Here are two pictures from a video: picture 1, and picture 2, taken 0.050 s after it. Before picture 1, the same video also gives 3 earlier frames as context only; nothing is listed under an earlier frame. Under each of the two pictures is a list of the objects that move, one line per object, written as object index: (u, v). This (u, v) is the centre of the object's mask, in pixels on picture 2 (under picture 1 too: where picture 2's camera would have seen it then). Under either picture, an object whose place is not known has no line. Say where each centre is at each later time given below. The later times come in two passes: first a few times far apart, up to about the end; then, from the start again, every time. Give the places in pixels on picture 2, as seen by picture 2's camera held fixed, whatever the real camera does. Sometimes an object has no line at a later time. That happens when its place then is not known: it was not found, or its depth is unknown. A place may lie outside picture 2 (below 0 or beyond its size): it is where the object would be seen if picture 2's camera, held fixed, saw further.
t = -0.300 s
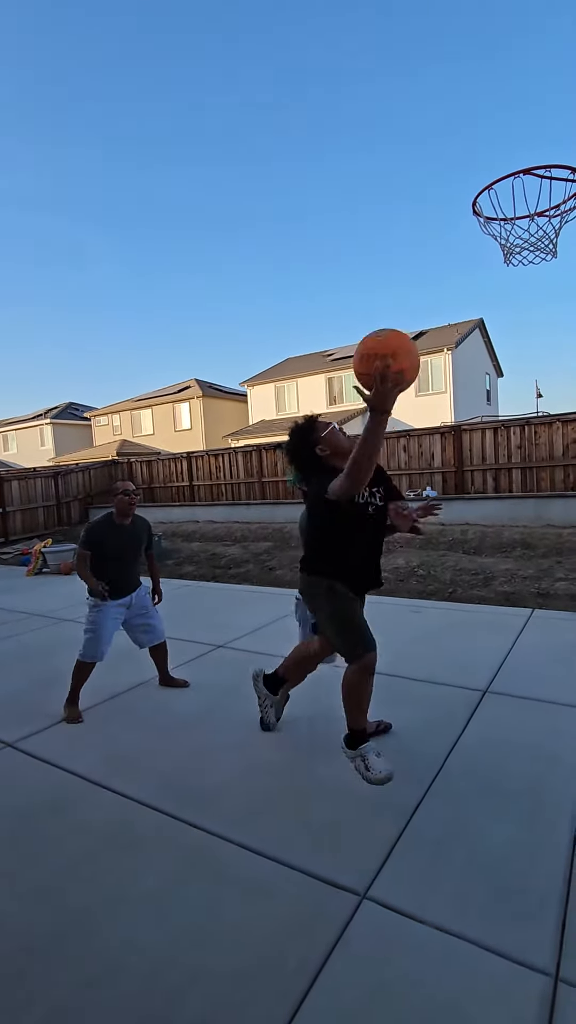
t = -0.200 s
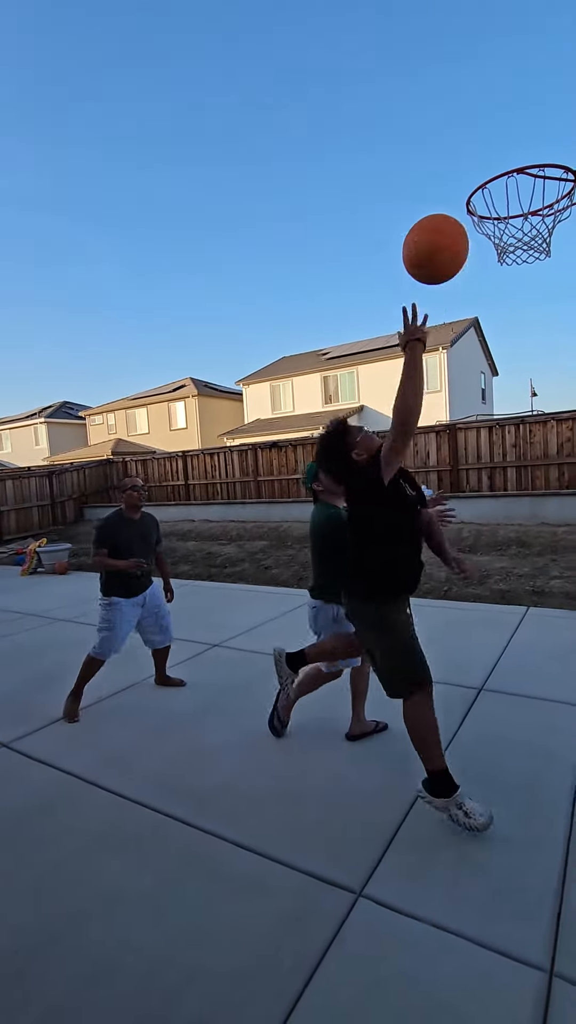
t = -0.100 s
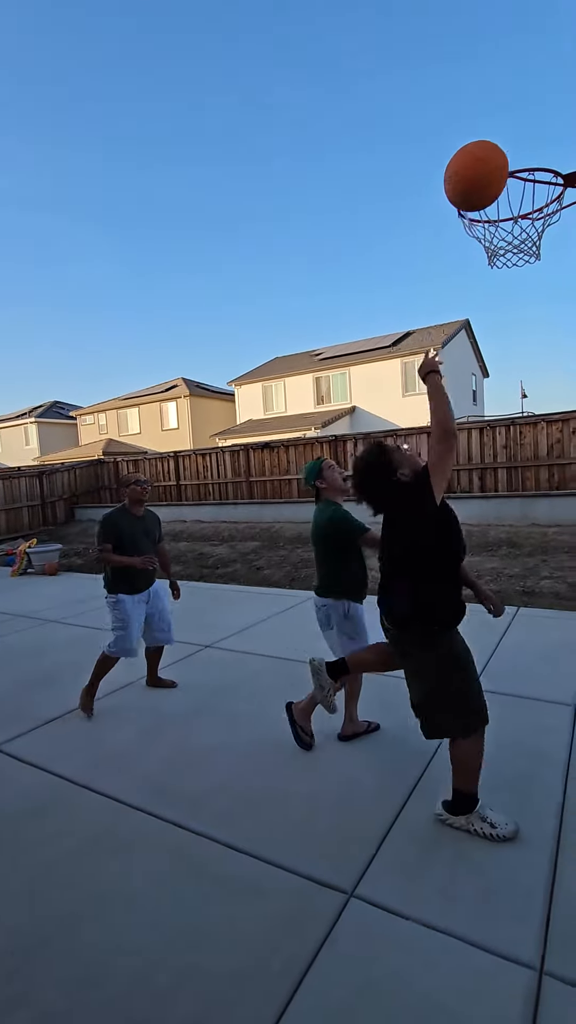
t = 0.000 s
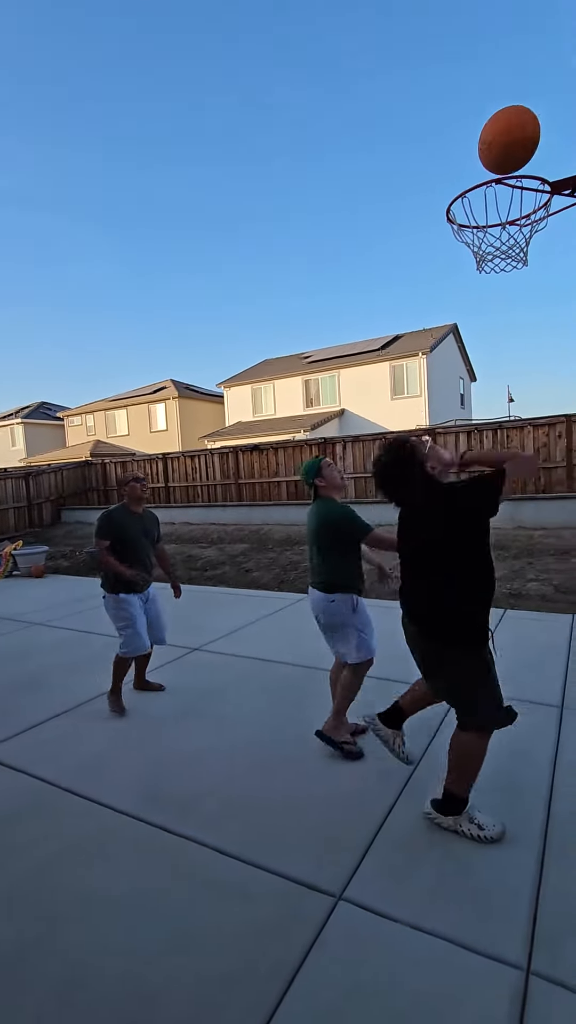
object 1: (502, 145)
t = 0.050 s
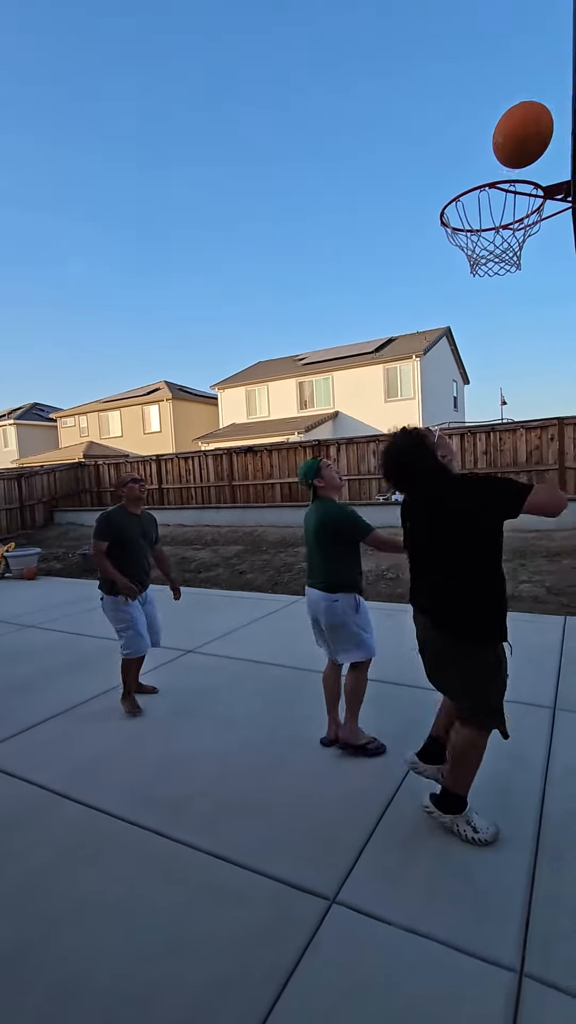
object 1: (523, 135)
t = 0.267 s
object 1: (512, 183)
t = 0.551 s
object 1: (463, 203)
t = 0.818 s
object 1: (483, 188)
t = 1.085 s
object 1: (498, 222)
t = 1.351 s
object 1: (462, 261)
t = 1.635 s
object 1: (516, 305)
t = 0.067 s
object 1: (529, 133)
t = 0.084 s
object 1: (536, 132)
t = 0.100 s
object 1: (542, 131)
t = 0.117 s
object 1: (540, 133)
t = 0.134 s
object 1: (536, 137)
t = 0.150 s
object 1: (533, 141)
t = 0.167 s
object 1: (529, 146)
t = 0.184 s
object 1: (526, 151)
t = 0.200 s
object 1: (523, 156)
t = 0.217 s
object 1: (520, 163)
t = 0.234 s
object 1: (518, 168)
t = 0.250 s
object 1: (515, 175)
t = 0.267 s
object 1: (512, 183)
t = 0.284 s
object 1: (510, 190)
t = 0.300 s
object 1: (508, 198)
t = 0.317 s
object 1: (505, 201)
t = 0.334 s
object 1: (501, 199)
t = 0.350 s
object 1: (498, 199)
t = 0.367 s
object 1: (494, 198)
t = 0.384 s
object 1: (491, 199)
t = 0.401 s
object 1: (487, 199)
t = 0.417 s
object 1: (483, 201)
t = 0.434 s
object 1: (480, 202)
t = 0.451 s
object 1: (477, 205)
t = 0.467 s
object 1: (473, 207)
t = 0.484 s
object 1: (469, 210)
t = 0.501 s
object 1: (468, 207)
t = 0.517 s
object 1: (466, 205)
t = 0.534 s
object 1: (464, 204)
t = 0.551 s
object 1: (463, 203)
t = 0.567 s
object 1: (461, 203)
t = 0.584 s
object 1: (459, 203)
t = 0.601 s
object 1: (458, 203)
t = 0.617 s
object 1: (458, 202)
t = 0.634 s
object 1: (457, 201)
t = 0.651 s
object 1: (458, 199)
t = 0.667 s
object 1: (459, 198)
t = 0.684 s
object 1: (460, 196)
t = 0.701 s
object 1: (461, 195)
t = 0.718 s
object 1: (462, 194)
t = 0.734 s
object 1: (465, 193)
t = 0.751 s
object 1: (467, 192)
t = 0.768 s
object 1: (471, 190)
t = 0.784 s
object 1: (475, 189)
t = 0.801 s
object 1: (479, 188)
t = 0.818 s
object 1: (483, 188)
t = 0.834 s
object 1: (488, 188)
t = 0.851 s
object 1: (493, 188)
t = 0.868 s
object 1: (497, 188)
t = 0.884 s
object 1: (502, 190)
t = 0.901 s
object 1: (505, 191)
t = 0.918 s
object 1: (509, 193)
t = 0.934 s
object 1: (512, 195)
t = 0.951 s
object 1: (513, 198)
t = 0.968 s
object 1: (514, 200)
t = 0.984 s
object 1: (514, 204)
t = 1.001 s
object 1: (514, 207)
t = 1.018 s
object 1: (512, 210)
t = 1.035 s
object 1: (508, 213)
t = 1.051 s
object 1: (505, 216)
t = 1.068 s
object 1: (502, 219)
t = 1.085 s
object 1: (498, 222)
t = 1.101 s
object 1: (494, 225)
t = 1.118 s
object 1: (490, 228)
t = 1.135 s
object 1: (486, 232)
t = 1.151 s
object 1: (482, 236)
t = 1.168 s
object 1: (479, 239)
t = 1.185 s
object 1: (476, 243)
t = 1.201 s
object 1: (473, 246)
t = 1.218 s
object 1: (471, 250)
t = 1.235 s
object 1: (468, 254)
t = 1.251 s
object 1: (465, 256)
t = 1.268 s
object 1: (464, 259)
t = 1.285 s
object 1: (461, 261)
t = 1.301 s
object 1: (460, 262)
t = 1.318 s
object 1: (460, 262)
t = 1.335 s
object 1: (460, 261)
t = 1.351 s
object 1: (462, 261)
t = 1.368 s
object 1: (463, 260)
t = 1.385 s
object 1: (465, 260)
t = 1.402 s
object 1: (468, 260)
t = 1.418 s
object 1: (470, 260)
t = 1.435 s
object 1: (472, 261)
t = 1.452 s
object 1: (475, 262)
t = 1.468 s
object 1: (478, 263)
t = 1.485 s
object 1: (481, 264)
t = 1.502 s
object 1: (485, 266)
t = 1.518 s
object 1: (489, 271)
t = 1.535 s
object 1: (492, 273)
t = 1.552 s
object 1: (496, 277)
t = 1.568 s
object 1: (500, 281)
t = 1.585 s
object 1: (504, 287)
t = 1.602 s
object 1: (508, 292)
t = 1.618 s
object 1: (512, 298)
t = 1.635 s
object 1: (516, 305)
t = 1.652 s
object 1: (520, 313)
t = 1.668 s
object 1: (524, 321)
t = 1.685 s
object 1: (529, 330)
